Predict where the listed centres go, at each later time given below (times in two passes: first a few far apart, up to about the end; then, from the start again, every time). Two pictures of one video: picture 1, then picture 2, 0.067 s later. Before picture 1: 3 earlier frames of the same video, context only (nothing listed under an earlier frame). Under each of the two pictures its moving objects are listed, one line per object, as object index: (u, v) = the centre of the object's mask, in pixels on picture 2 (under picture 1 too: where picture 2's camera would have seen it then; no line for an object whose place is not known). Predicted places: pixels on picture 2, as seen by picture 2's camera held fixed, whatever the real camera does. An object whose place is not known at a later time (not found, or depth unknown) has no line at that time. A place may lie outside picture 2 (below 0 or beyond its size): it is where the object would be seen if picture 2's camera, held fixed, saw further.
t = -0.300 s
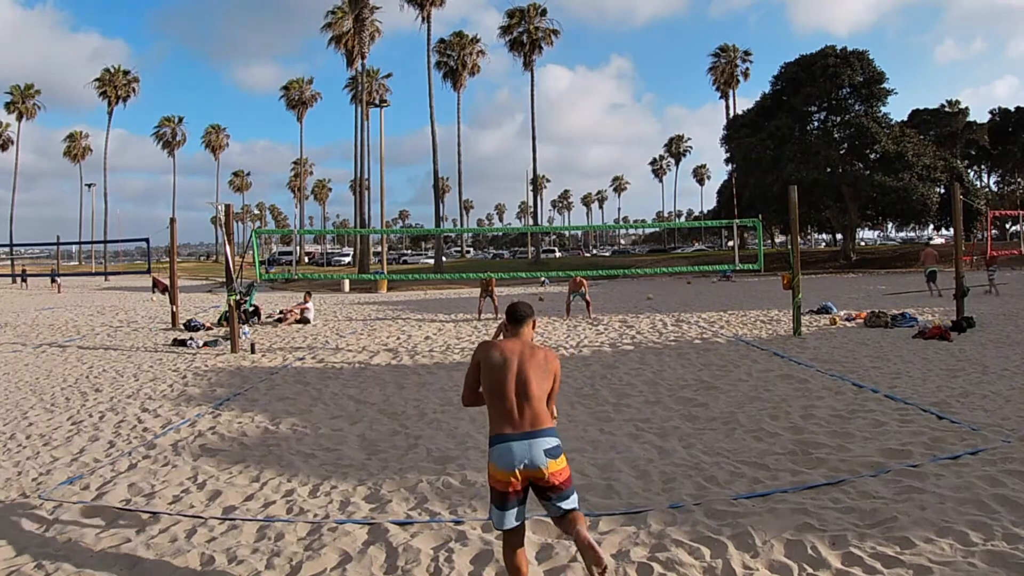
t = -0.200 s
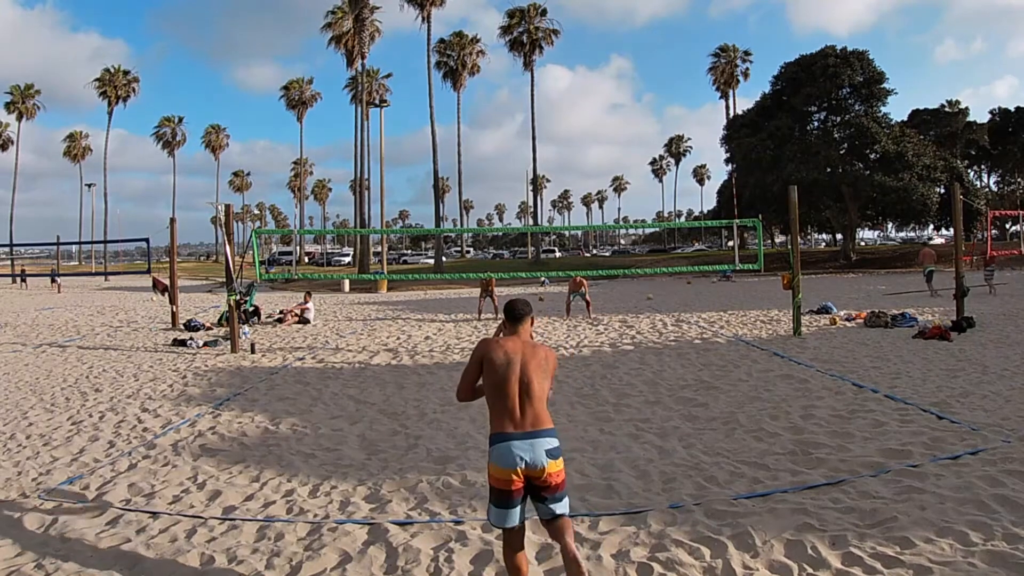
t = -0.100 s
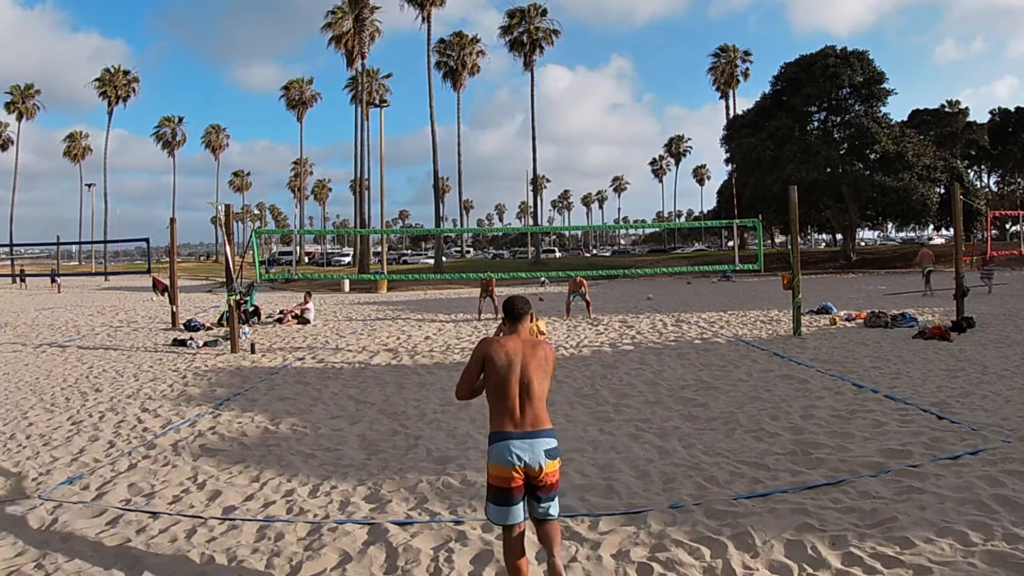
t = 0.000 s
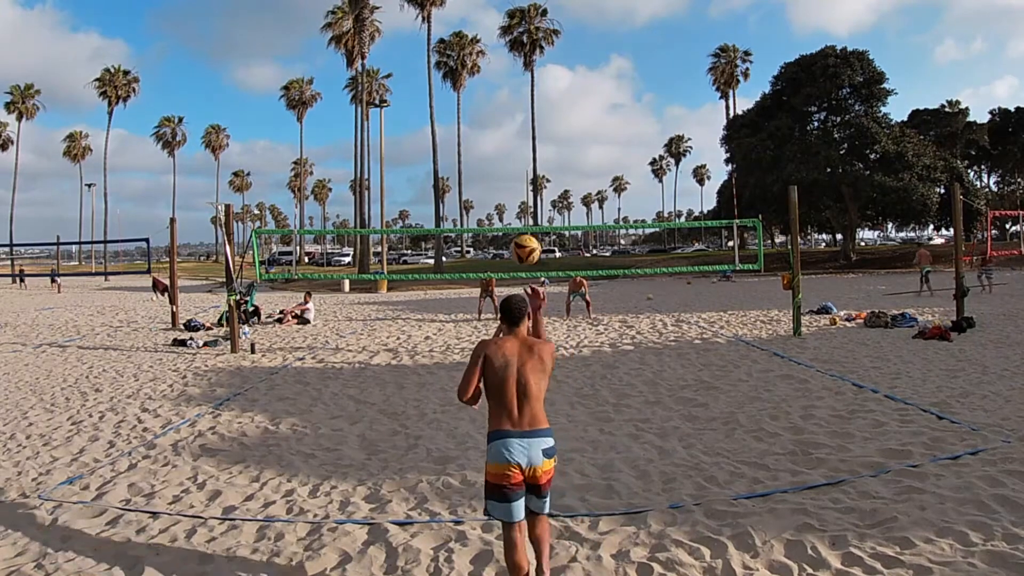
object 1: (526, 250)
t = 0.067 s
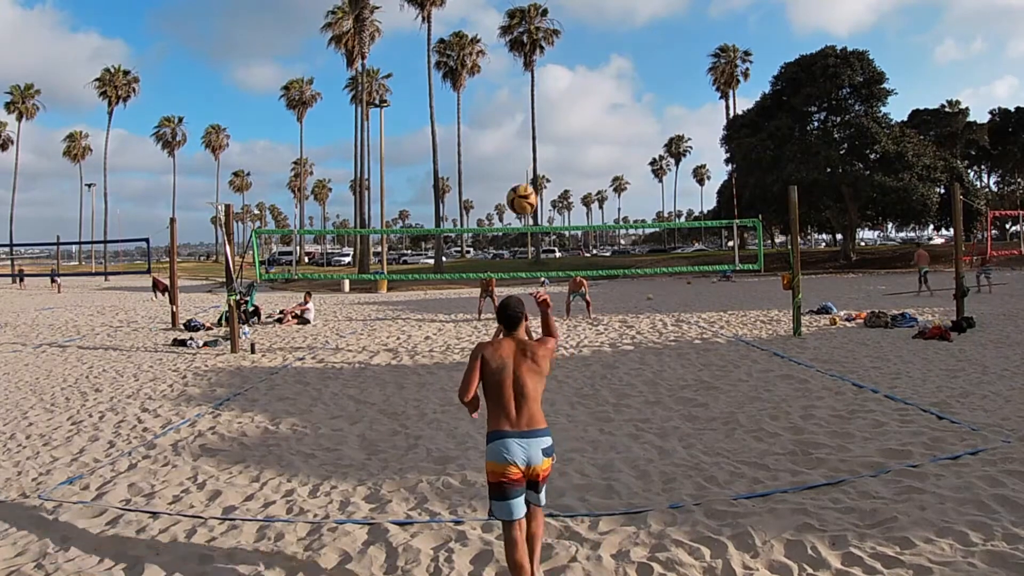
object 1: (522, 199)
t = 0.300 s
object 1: (510, 78)
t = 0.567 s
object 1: (500, 33)
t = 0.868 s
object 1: (490, 87)
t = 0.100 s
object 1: (520, 177)
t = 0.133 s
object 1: (519, 156)
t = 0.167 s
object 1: (517, 137)
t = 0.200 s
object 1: (515, 120)
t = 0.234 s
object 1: (513, 104)
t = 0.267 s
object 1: (512, 90)
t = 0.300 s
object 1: (510, 78)
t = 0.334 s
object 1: (509, 67)
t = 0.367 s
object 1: (508, 58)
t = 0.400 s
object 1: (506, 50)
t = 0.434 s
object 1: (505, 44)
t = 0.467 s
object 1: (504, 39)
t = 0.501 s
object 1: (502, 36)
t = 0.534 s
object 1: (501, 34)
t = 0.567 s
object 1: (500, 33)
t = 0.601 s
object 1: (499, 34)
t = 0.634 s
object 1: (498, 35)
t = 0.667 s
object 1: (496, 39)
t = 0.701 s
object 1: (496, 43)
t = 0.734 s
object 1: (494, 49)
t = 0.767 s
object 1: (493, 57)
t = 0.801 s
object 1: (492, 66)
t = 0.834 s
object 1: (491, 76)
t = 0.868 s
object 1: (490, 87)
